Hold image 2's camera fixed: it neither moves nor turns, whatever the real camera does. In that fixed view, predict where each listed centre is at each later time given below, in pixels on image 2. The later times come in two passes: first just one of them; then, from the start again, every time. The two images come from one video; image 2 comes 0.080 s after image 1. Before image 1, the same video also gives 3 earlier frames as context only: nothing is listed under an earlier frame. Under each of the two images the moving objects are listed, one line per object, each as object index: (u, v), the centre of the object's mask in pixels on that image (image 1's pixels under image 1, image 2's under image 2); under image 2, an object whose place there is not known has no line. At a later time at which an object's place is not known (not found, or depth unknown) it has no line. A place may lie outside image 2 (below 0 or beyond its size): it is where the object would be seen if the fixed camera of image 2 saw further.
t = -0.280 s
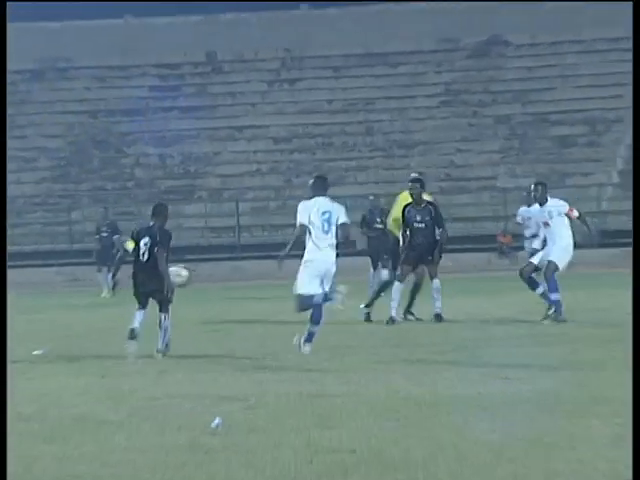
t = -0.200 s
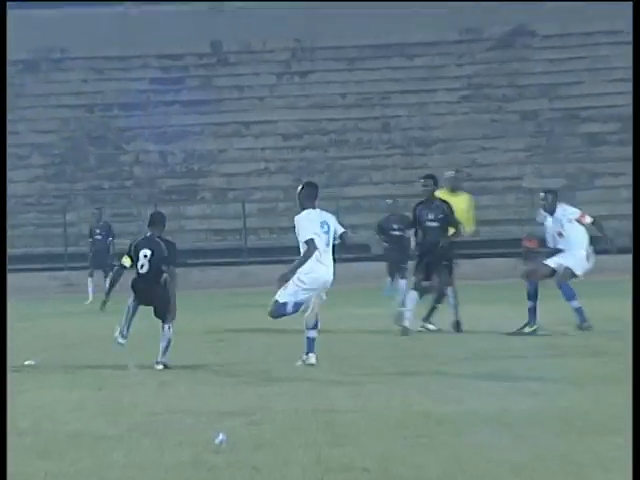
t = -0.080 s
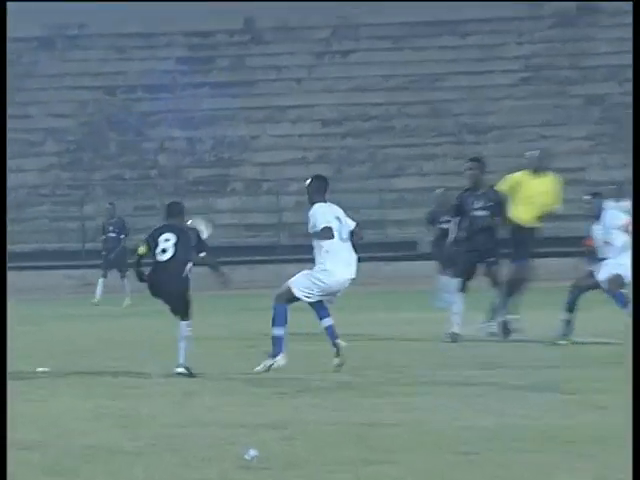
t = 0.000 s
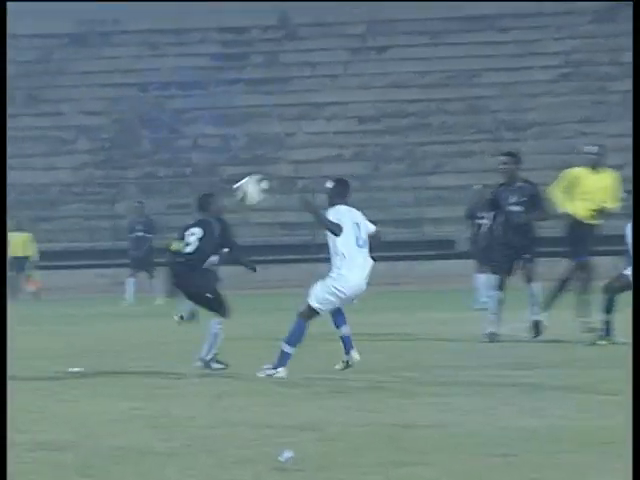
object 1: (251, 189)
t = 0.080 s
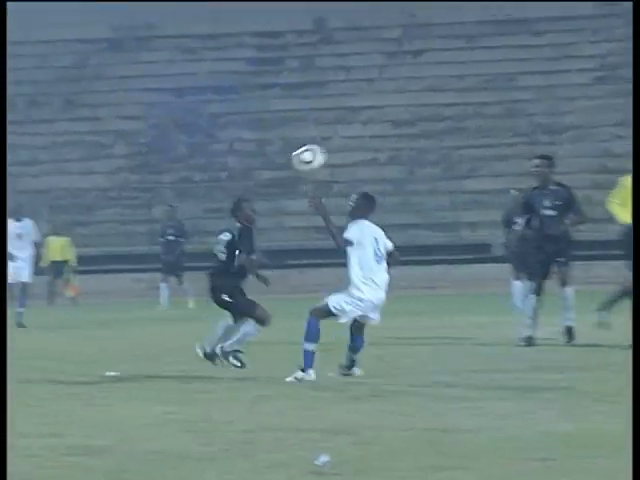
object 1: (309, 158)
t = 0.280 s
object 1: (366, 103)
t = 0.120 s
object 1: (320, 143)
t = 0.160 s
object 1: (331, 130)
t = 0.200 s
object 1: (343, 120)
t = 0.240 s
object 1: (356, 110)
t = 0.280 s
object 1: (366, 103)
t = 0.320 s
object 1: (377, 99)
